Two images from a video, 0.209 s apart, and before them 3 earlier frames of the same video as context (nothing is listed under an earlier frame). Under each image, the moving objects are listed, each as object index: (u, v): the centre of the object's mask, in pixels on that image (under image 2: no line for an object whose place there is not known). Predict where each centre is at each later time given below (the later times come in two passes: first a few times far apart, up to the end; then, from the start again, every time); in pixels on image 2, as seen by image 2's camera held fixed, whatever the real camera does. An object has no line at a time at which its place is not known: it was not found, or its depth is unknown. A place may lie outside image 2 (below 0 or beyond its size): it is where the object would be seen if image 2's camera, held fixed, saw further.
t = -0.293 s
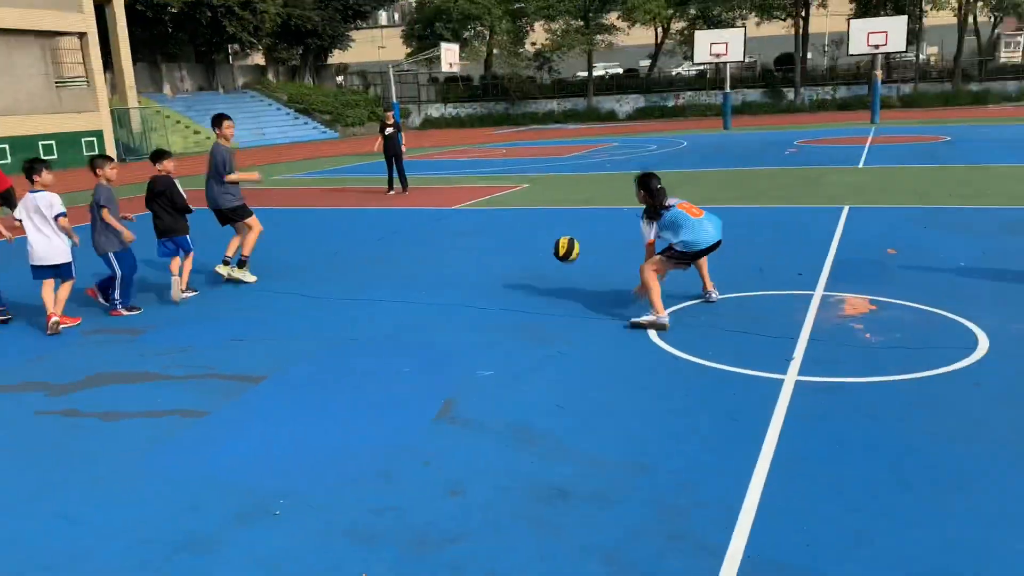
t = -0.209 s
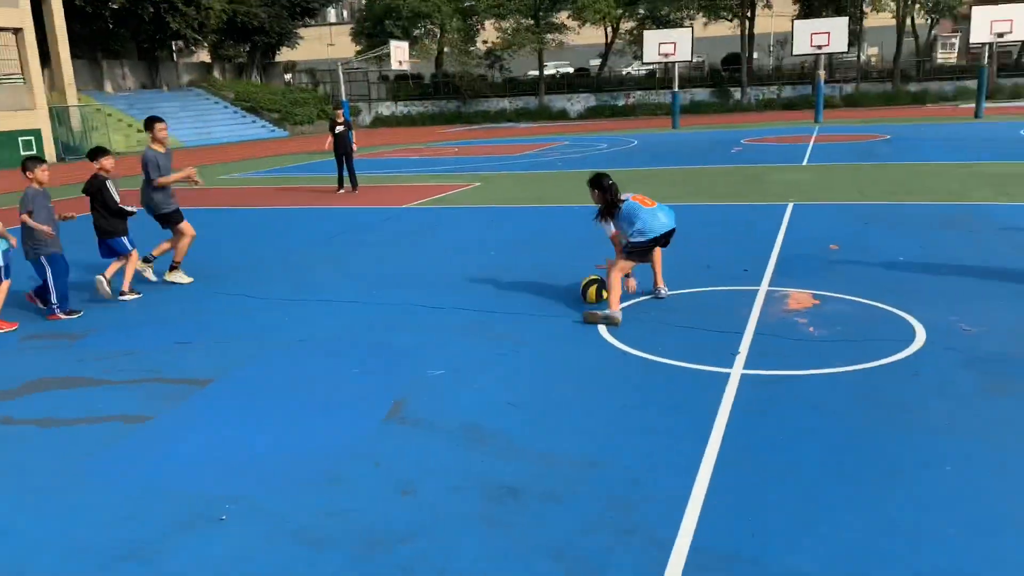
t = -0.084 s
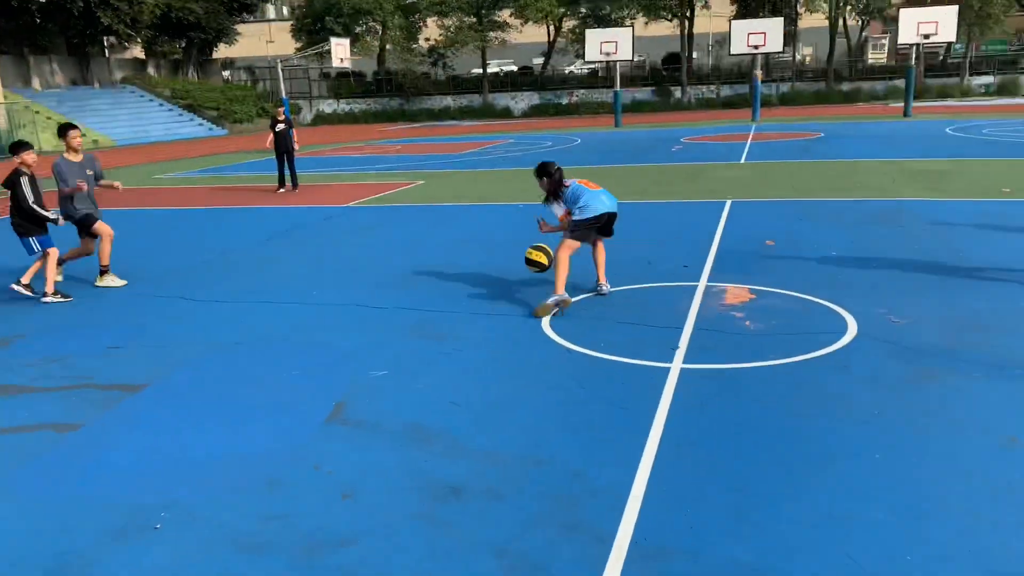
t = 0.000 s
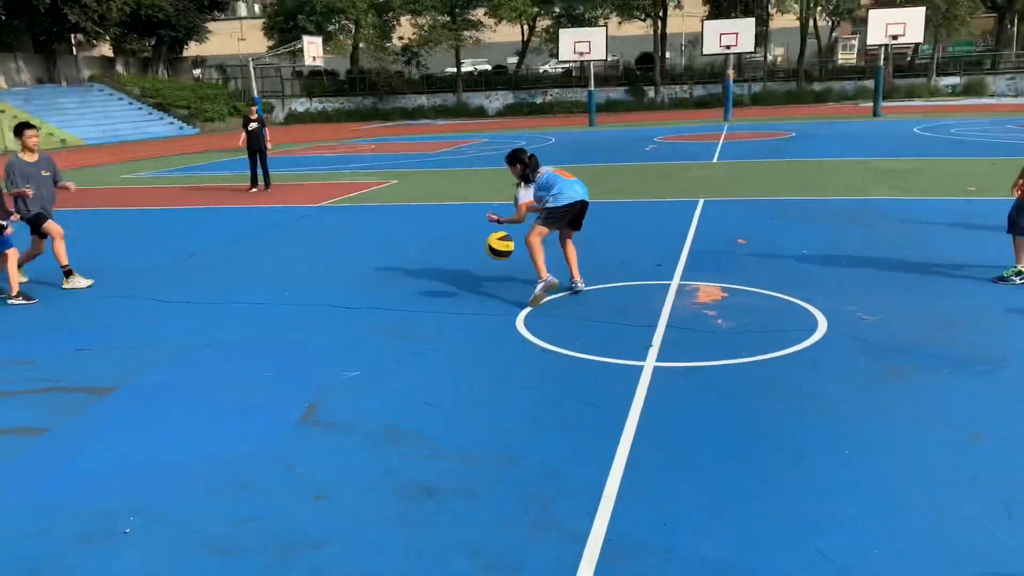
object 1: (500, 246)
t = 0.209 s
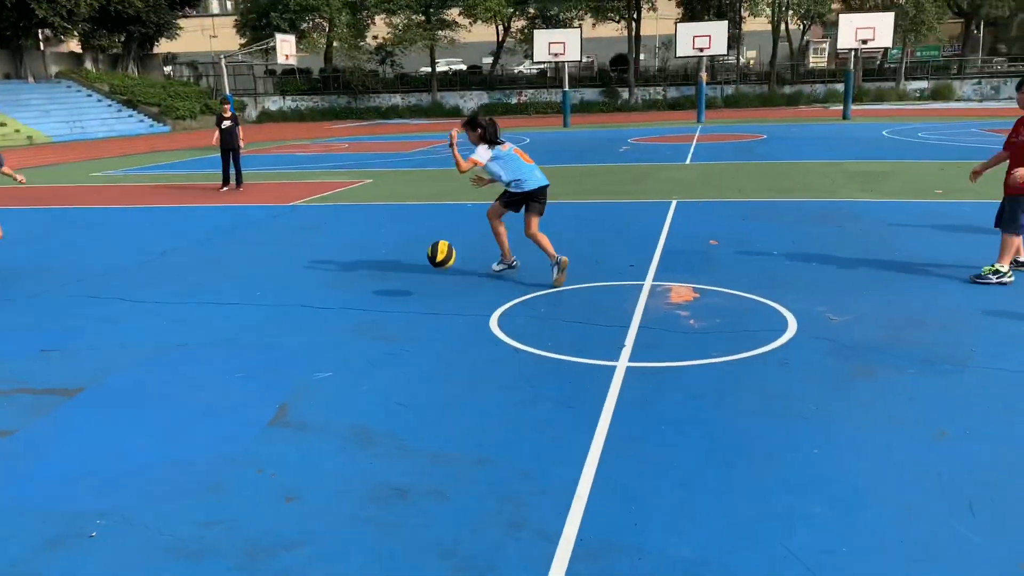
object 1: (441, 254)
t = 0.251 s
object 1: (435, 262)
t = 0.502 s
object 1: (406, 255)
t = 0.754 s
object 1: (383, 271)
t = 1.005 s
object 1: (357, 261)
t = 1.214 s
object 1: (335, 282)
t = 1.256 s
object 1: (331, 286)
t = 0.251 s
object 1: (435, 262)
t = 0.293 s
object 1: (429, 273)
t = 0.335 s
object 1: (423, 285)
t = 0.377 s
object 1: (419, 277)
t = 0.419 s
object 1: (415, 267)
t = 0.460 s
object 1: (411, 260)
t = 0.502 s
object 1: (406, 255)
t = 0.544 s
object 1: (403, 252)
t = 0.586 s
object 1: (399, 252)
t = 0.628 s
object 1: (395, 253)
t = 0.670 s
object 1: (391, 257)
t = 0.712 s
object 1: (387, 263)
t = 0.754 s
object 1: (383, 271)
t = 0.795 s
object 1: (379, 281)
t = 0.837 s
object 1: (376, 282)
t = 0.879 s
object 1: (371, 274)
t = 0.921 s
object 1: (366, 267)
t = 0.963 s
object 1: (362, 263)
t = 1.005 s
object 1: (357, 261)
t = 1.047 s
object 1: (353, 261)
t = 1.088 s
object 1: (348, 263)
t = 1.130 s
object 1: (344, 267)
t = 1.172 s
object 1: (339, 273)
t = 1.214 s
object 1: (335, 282)
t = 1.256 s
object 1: (331, 286)
